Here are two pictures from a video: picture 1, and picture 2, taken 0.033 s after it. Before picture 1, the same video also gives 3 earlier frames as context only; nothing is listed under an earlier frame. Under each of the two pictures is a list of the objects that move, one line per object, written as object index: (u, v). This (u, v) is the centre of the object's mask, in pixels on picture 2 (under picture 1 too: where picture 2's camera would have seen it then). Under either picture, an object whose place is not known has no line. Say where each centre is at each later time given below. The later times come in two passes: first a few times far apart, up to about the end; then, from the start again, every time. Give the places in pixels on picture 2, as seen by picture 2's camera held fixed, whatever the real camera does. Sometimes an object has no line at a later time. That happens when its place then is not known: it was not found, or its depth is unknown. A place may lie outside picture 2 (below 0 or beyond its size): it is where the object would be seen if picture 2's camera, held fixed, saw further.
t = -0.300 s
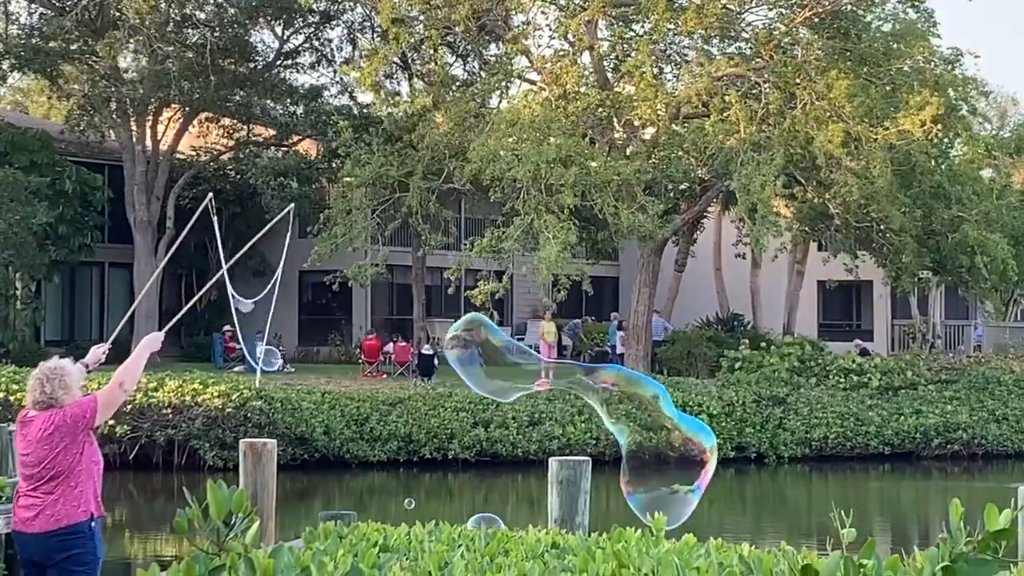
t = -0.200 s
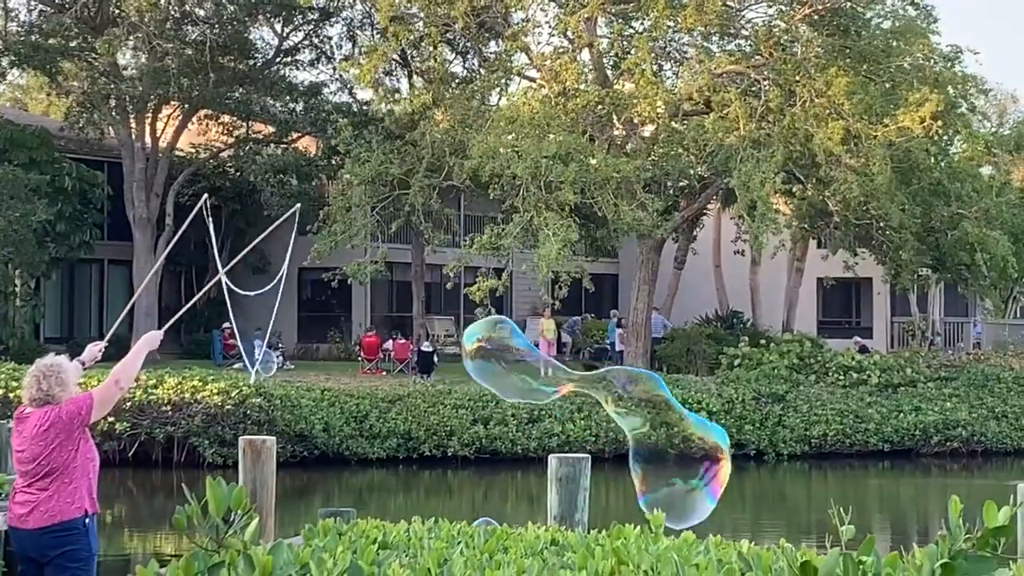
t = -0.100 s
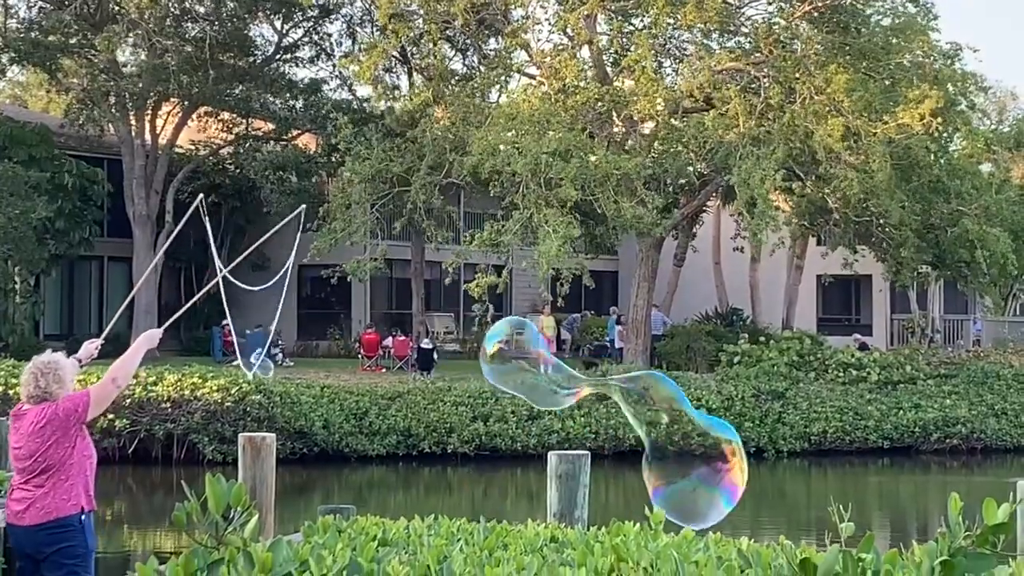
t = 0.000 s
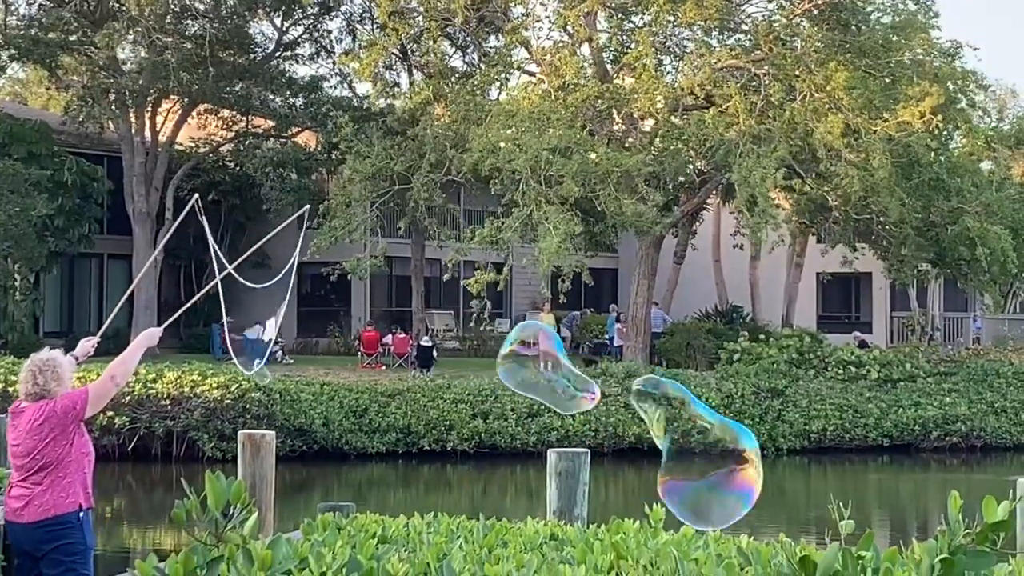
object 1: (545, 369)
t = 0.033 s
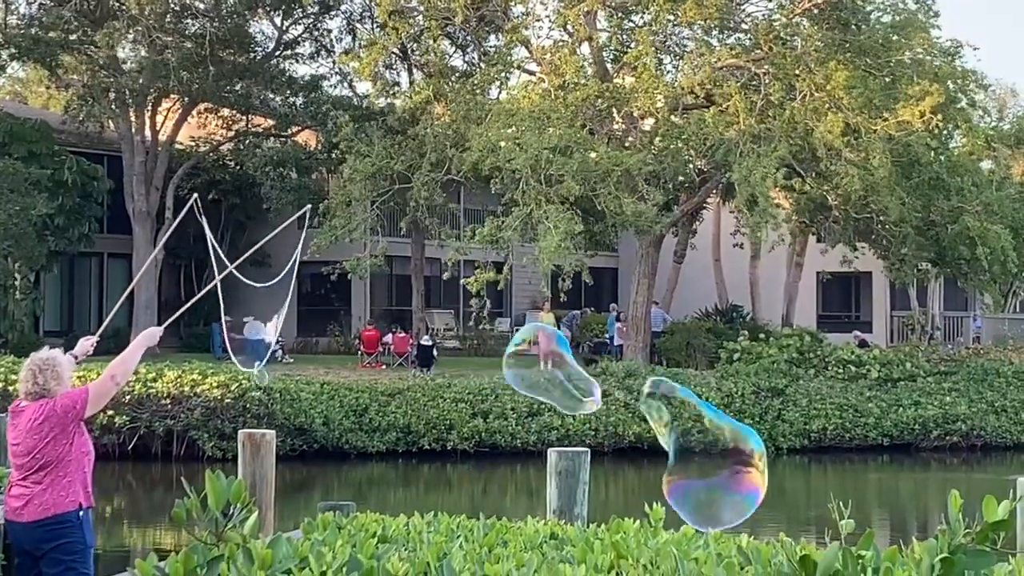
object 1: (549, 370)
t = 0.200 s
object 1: (575, 378)
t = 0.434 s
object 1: (612, 389)
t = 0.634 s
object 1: (645, 405)
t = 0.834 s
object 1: (674, 417)
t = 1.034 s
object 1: (704, 432)
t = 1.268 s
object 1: (741, 451)
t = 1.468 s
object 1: (770, 470)
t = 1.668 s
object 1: (798, 487)
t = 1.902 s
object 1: (828, 509)
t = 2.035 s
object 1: (848, 517)
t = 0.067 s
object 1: (554, 371)
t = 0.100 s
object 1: (559, 373)
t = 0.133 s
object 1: (565, 375)
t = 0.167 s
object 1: (570, 376)
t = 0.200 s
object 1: (575, 378)
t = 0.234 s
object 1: (581, 379)
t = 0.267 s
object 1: (586, 380)
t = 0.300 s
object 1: (590, 381)
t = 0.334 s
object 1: (596, 383)
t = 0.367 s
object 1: (601, 385)
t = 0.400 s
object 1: (606, 387)
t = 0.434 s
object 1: (612, 389)
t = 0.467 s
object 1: (618, 391)
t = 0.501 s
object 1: (623, 394)
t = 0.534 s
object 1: (629, 397)
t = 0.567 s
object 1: (635, 400)
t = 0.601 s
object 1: (640, 402)
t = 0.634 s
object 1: (645, 405)
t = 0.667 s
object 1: (649, 407)
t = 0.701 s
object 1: (654, 409)
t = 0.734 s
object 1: (659, 411)
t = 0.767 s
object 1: (664, 413)
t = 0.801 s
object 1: (669, 415)
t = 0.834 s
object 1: (674, 417)
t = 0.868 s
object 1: (679, 420)
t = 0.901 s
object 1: (684, 423)
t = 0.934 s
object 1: (689, 425)
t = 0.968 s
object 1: (694, 427)
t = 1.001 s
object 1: (699, 430)
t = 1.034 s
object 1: (704, 432)
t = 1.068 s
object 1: (709, 435)
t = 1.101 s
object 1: (714, 437)
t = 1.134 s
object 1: (720, 440)
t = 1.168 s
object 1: (725, 443)
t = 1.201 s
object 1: (730, 446)
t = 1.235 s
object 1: (736, 449)
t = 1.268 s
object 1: (741, 451)
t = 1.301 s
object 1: (746, 454)
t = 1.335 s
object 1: (751, 457)
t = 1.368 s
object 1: (756, 460)
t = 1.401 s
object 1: (761, 464)
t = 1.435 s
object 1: (765, 466)
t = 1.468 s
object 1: (770, 470)
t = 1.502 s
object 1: (775, 473)
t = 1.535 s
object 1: (779, 476)
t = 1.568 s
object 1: (784, 479)
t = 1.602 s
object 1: (789, 482)
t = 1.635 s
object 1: (794, 485)
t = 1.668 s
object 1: (798, 487)
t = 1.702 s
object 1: (802, 490)
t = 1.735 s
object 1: (807, 493)
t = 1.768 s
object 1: (810, 496)
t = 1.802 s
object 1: (815, 499)
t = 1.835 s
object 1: (819, 503)
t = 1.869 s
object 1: (824, 506)
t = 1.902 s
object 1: (828, 509)
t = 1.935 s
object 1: (833, 511)
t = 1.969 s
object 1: (837, 513)
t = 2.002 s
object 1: (842, 515)
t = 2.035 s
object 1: (848, 517)
